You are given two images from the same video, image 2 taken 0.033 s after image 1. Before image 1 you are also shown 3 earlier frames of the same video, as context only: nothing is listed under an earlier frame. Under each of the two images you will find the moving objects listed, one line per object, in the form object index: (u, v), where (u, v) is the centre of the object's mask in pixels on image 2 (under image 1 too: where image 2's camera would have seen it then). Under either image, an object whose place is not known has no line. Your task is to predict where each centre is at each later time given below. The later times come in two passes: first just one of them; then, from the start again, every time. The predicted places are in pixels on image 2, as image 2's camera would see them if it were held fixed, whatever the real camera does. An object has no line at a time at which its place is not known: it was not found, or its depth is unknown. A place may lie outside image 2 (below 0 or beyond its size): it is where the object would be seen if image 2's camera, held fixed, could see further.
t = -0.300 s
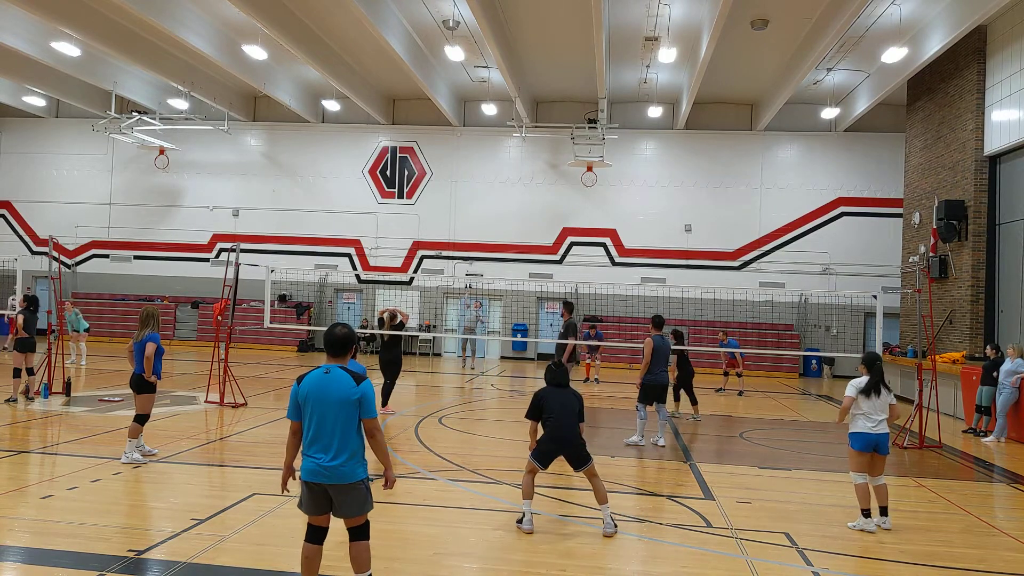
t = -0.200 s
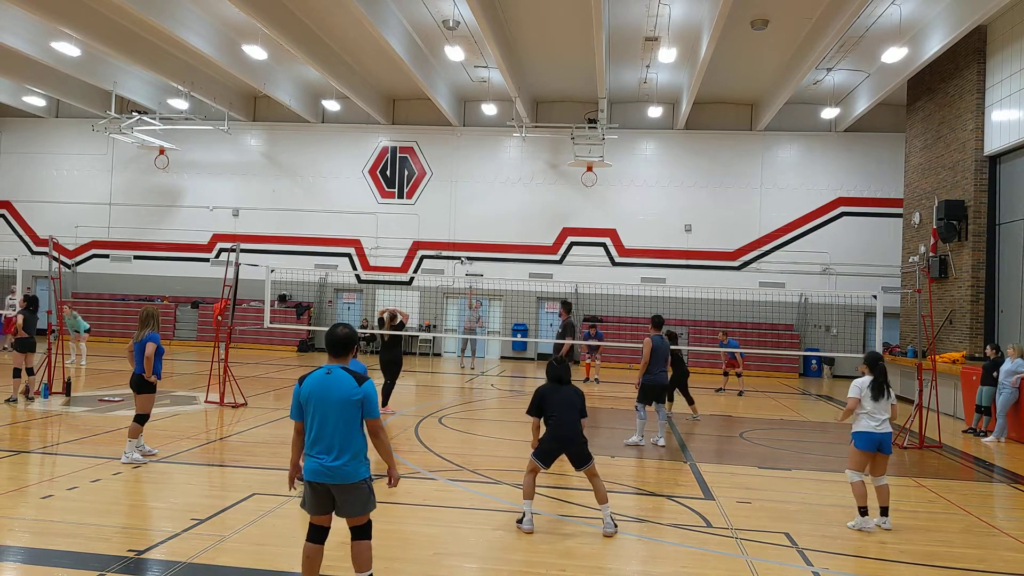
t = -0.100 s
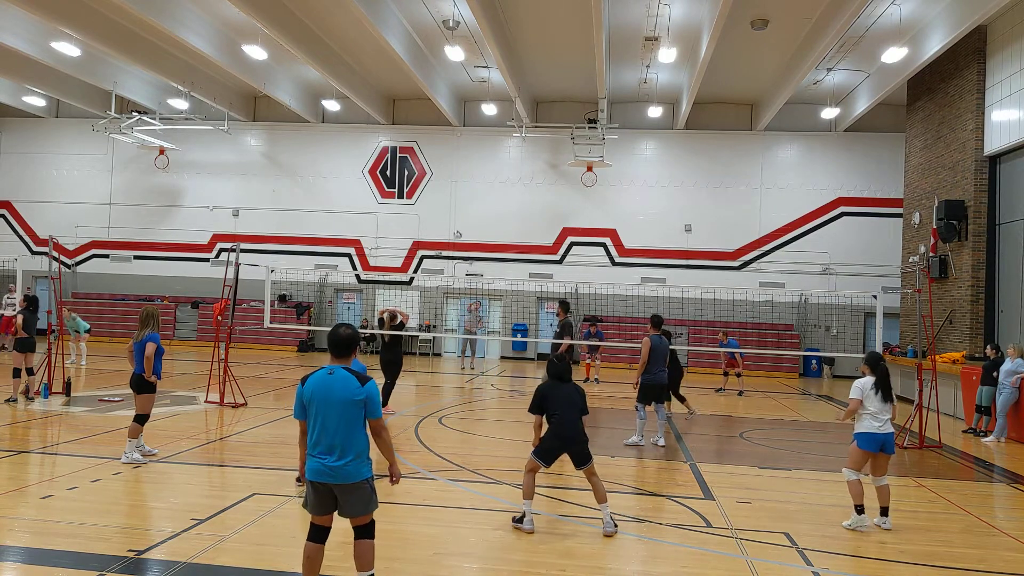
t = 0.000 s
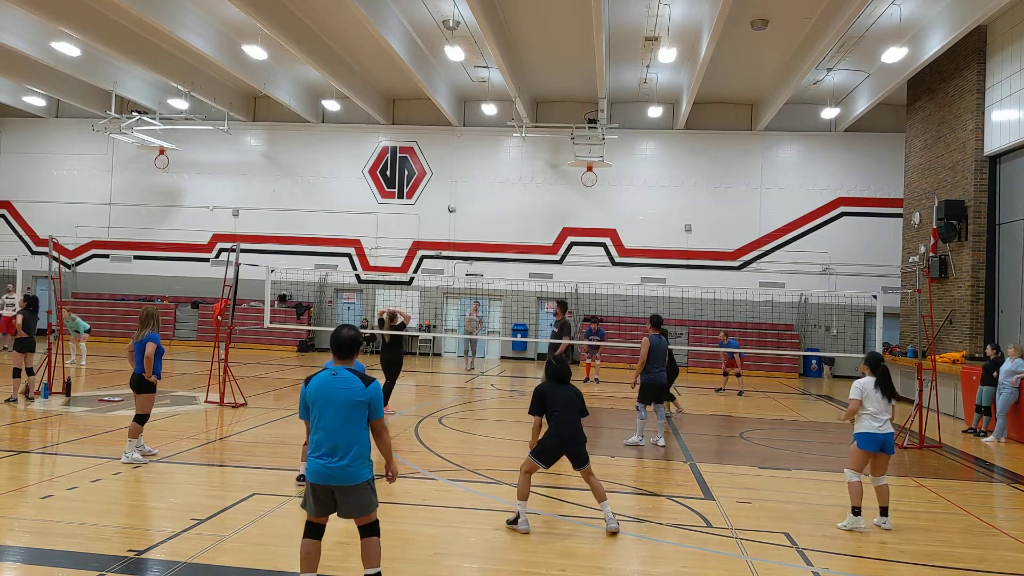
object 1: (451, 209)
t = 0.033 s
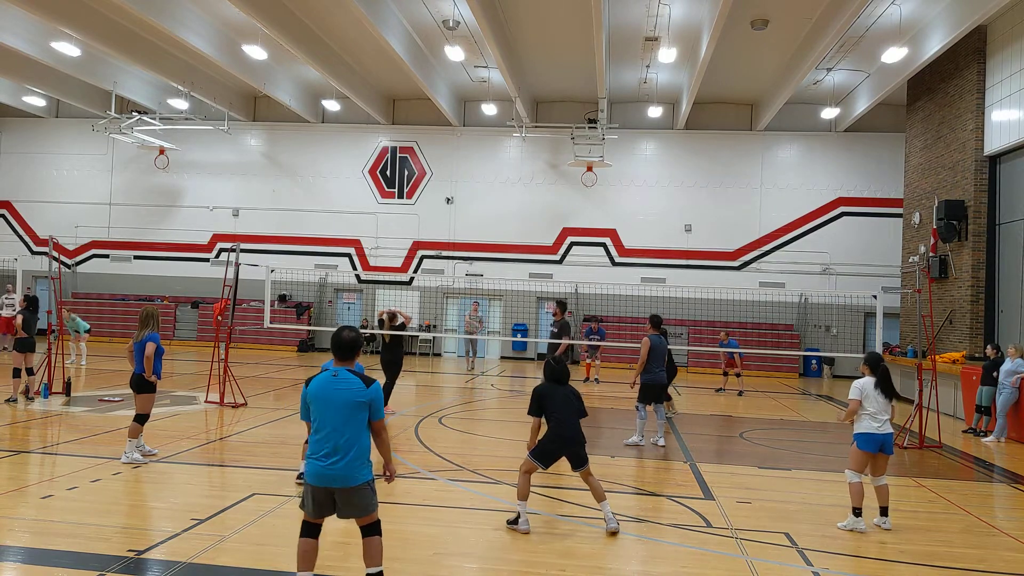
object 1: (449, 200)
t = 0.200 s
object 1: (436, 160)
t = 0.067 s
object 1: (447, 192)
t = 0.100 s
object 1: (445, 184)
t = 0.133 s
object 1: (442, 176)
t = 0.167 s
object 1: (439, 168)
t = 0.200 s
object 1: (436, 160)
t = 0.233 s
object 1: (434, 153)
